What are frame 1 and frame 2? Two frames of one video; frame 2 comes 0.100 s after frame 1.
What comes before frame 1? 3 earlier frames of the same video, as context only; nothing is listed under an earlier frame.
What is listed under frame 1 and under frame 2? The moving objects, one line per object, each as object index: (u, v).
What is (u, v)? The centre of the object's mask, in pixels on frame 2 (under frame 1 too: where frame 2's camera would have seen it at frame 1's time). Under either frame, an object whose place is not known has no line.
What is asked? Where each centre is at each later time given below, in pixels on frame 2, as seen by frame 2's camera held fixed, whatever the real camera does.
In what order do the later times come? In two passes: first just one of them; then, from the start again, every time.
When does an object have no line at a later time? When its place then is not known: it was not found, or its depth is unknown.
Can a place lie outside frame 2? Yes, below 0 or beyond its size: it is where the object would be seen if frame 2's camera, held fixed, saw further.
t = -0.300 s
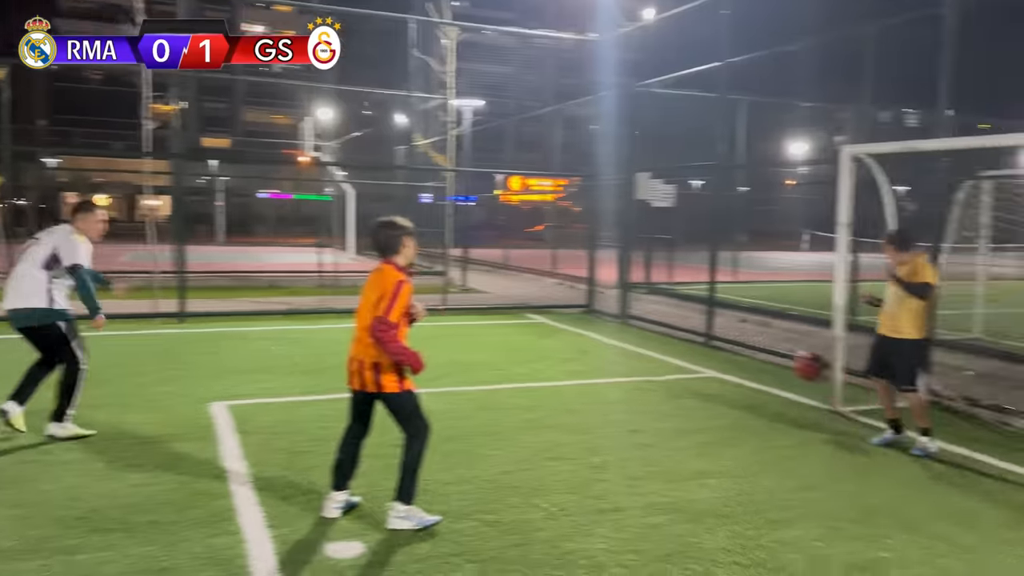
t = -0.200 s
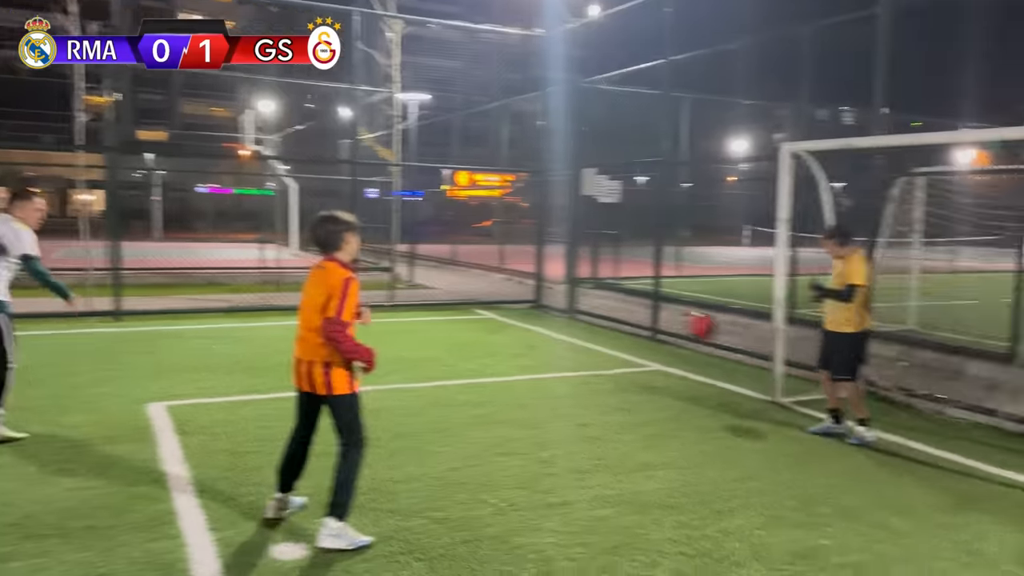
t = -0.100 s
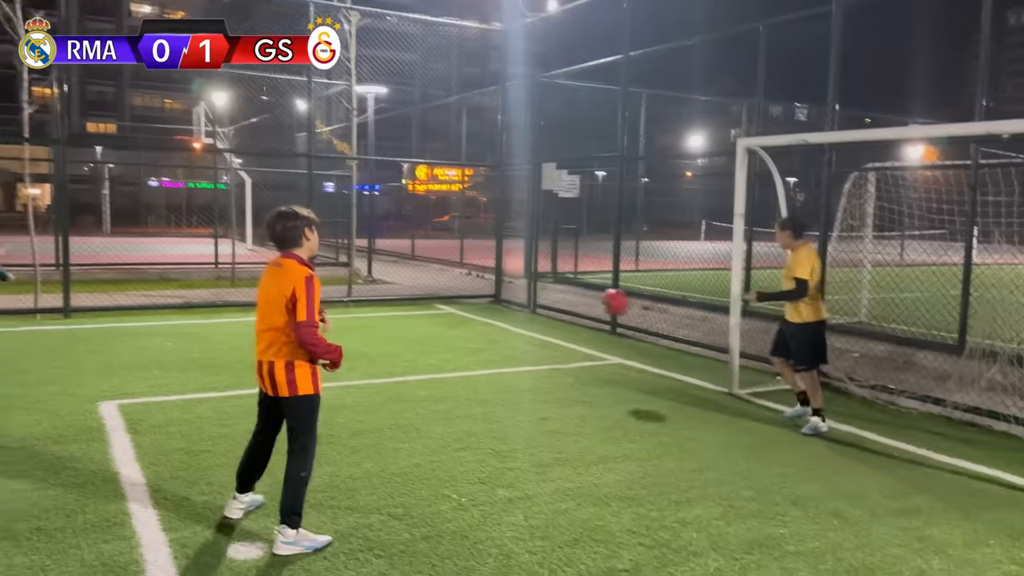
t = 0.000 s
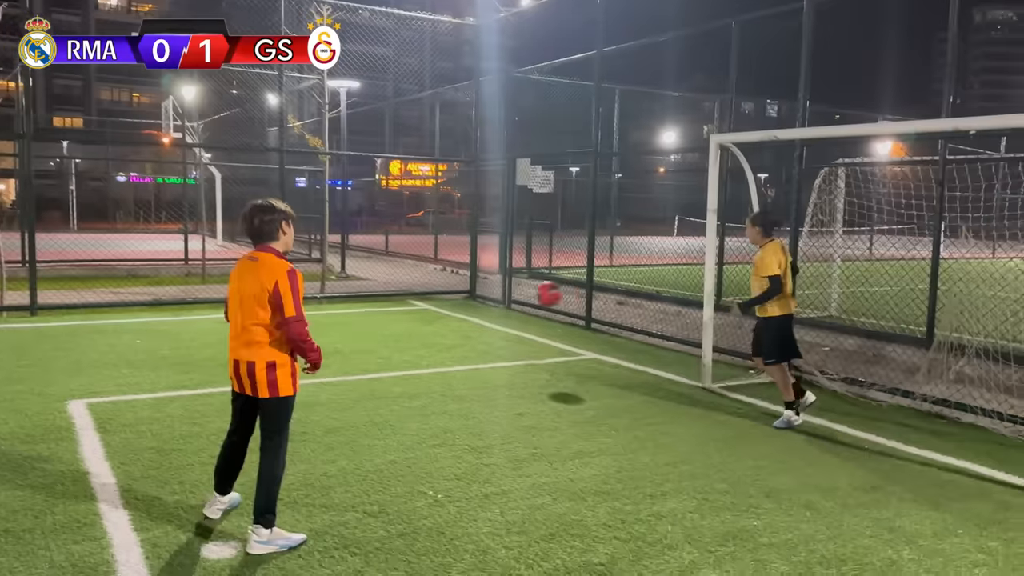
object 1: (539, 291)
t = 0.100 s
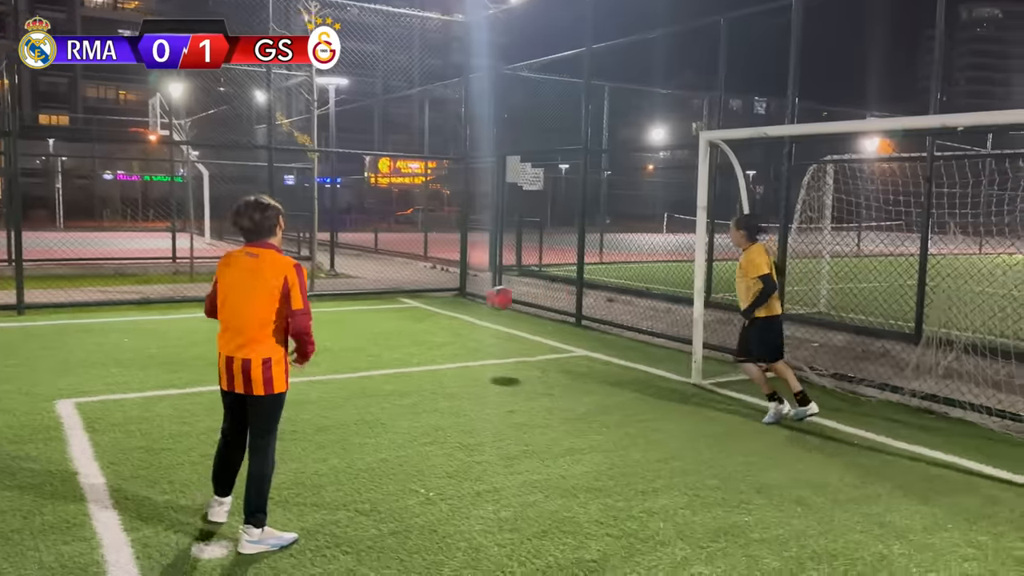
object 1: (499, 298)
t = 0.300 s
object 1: (429, 343)
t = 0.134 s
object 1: (487, 303)
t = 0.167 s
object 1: (475, 309)
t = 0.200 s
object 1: (463, 316)
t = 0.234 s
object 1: (452, 324)
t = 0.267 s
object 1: (440, 333)
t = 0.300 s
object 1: (429, 343)
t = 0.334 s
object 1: (421, 338)
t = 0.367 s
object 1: (412, 330)
